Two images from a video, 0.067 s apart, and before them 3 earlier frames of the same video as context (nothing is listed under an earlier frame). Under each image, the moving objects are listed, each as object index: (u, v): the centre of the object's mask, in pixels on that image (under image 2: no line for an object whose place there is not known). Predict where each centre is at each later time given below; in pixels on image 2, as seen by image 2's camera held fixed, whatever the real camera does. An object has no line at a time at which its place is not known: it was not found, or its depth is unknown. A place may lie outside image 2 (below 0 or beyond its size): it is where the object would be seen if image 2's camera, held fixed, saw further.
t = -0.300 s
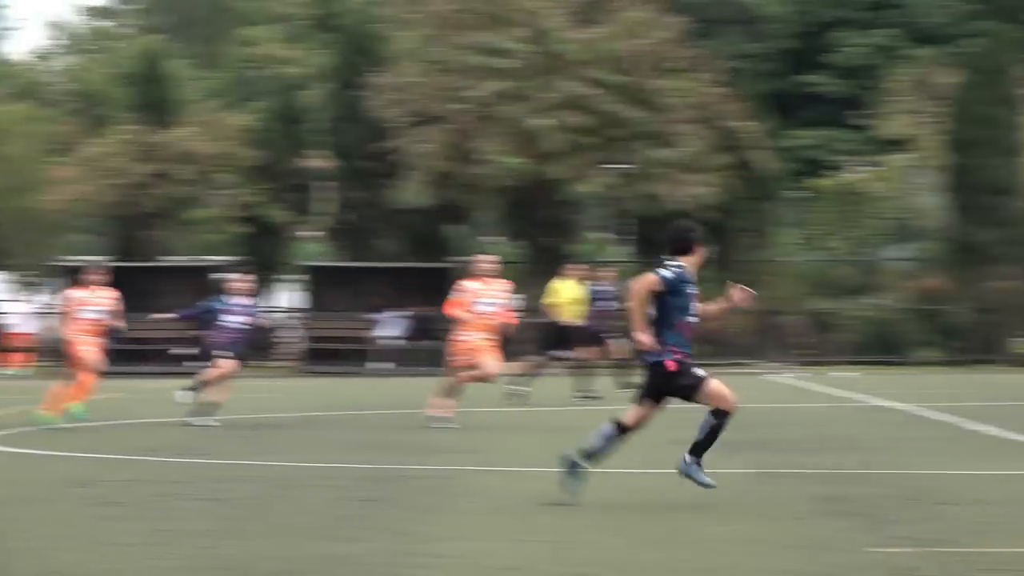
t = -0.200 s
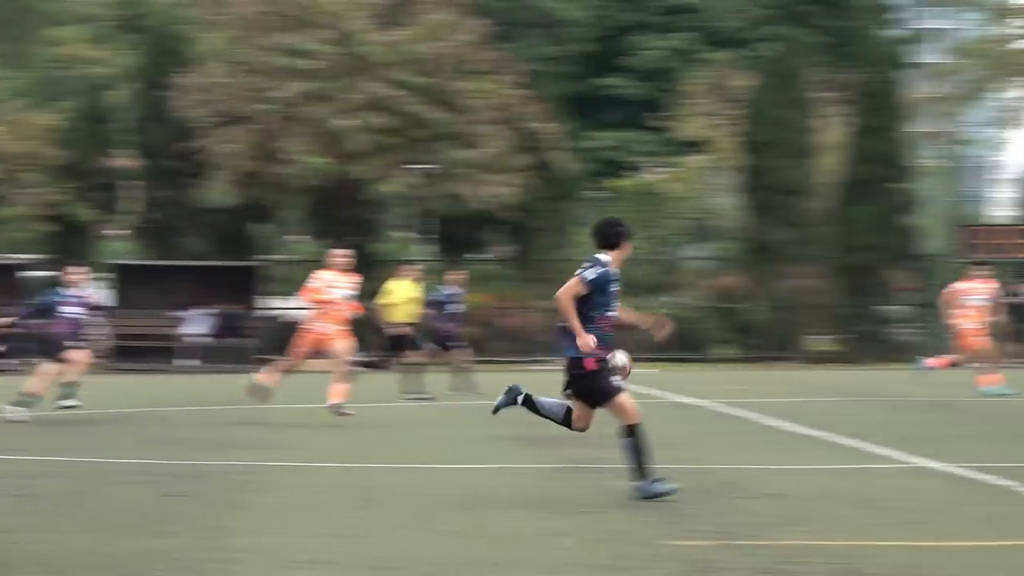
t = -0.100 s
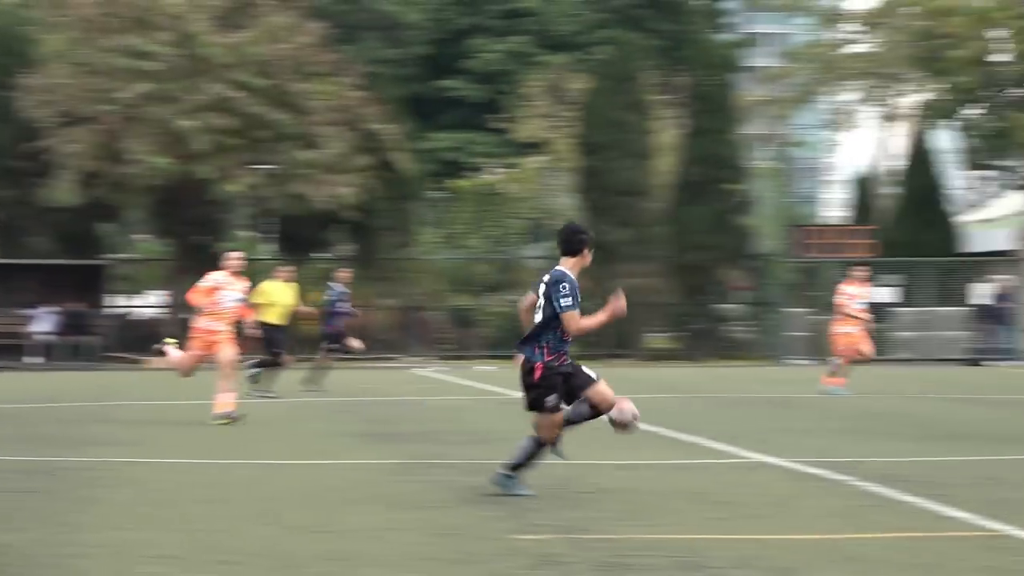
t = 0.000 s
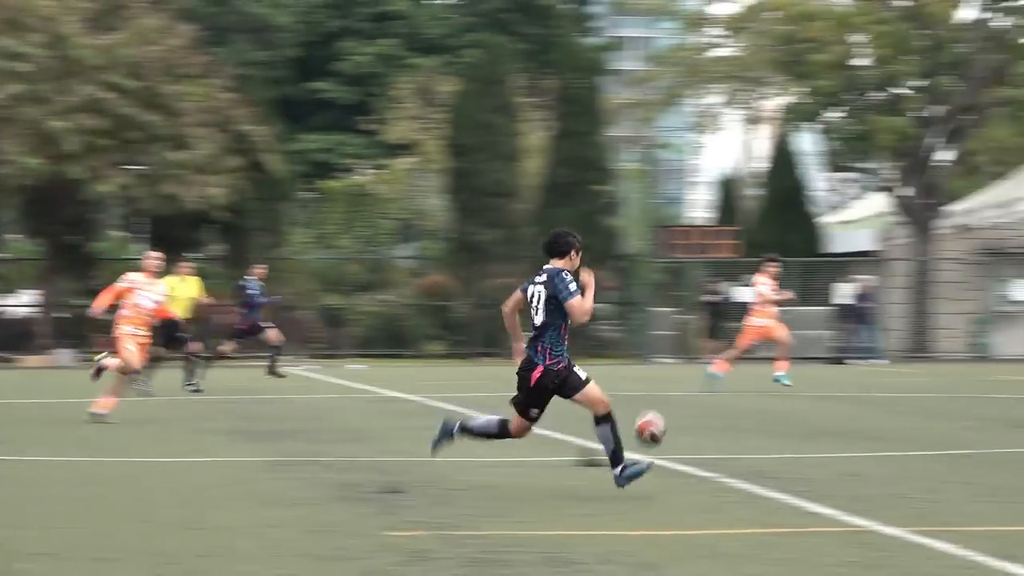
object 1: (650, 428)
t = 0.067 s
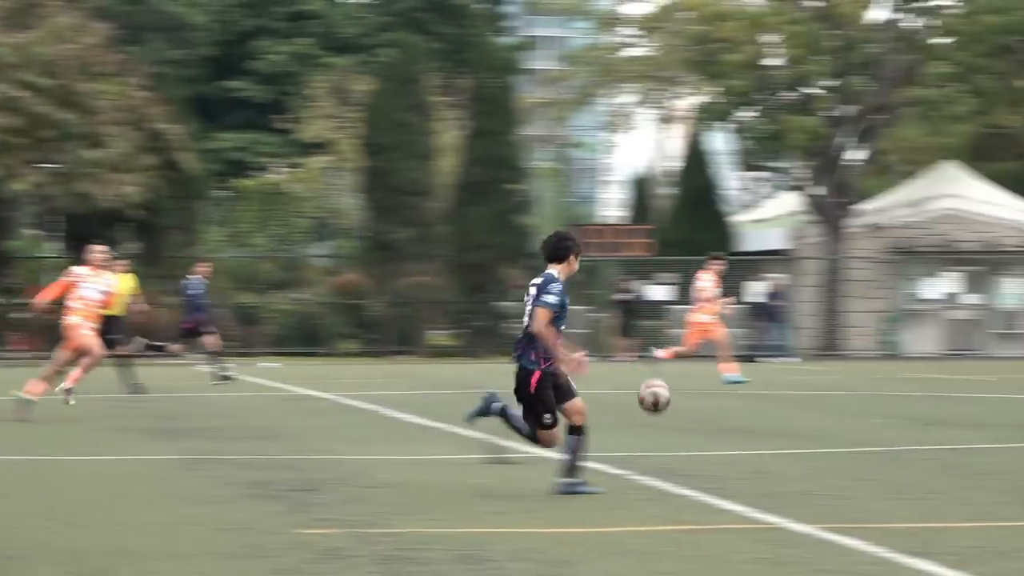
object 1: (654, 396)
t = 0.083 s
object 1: (680, 390)
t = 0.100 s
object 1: (705, 384)
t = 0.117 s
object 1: (732, 381)
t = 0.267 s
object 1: (949, 362)
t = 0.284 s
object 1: (977, 361)
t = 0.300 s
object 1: (1006, 361)
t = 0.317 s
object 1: (1035, 362)
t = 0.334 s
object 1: (1065, 365)
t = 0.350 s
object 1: (1096, 367)
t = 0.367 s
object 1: (1125, 370)
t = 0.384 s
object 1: (1156, 375)
